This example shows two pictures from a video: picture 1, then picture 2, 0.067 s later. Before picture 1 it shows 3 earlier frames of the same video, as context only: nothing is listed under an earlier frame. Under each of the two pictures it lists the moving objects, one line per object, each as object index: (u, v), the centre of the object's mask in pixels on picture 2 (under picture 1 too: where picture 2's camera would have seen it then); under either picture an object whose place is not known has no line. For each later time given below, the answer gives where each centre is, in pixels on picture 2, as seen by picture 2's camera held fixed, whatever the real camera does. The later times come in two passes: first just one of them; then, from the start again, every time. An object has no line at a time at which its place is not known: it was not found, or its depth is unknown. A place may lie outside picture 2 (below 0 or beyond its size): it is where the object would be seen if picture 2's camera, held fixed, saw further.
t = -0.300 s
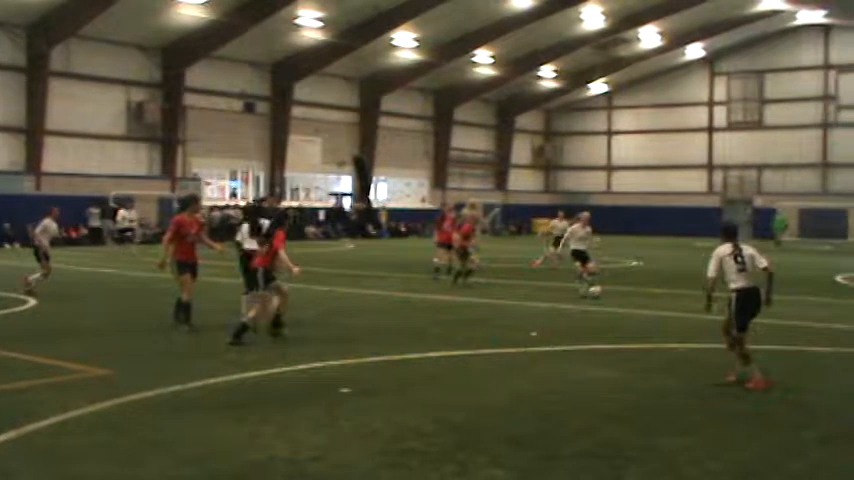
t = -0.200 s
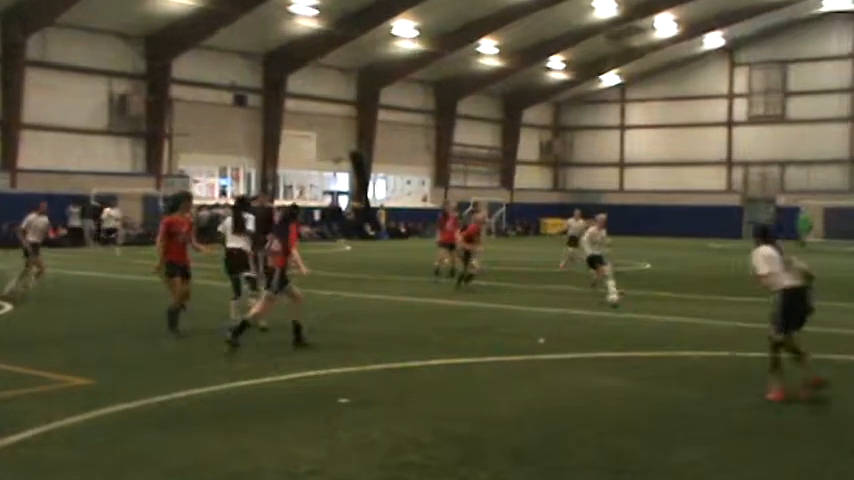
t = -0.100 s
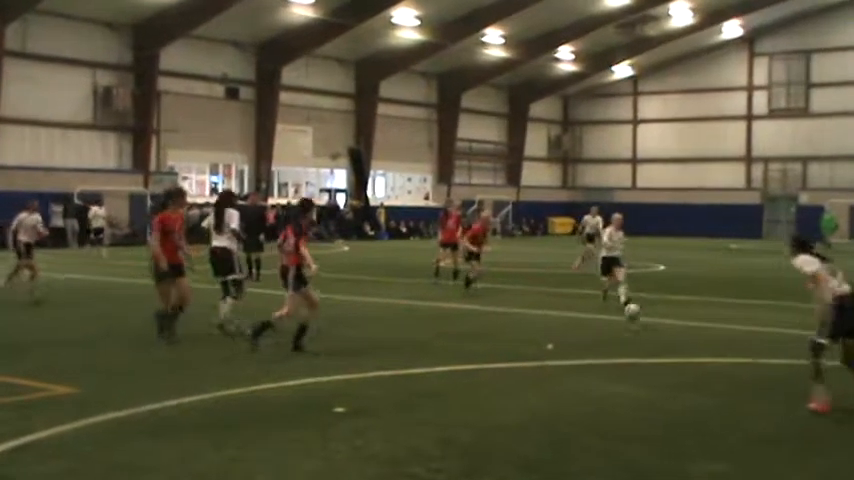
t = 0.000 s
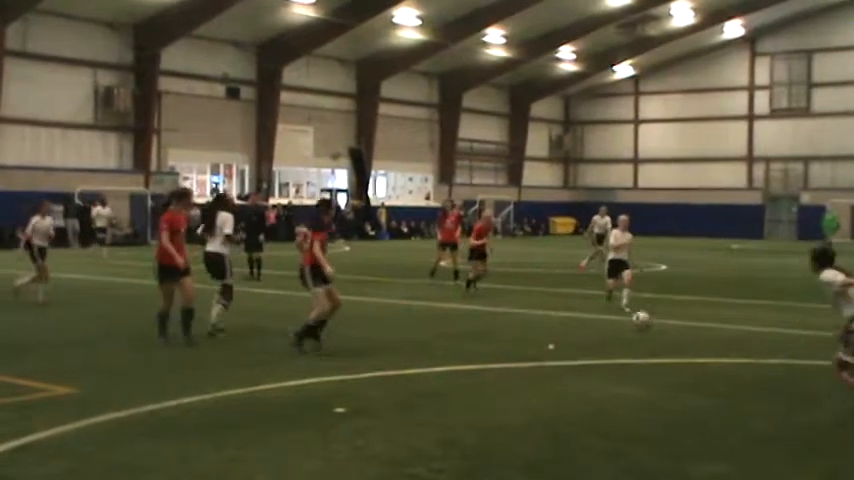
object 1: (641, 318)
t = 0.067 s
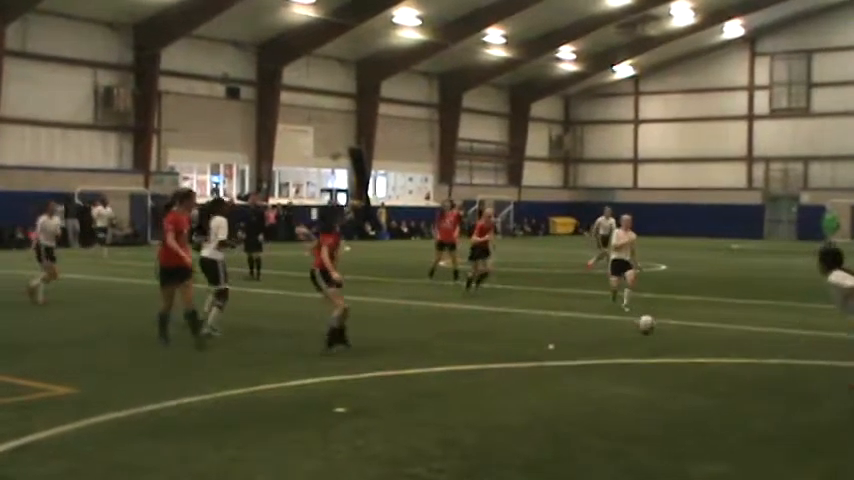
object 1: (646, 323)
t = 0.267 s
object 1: (660, 342)
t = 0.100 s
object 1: (648, 327)
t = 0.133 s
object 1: (649, 331)
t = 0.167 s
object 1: (651, 333)
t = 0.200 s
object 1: (655, 336)
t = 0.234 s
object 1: (657, 340)
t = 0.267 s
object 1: (660, 342)
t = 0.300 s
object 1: (663, 345)
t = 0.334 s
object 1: (665, 350)
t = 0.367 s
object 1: (668, 354)
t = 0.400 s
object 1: (670, 357)
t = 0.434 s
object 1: (673, 360)
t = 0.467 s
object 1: (675, 364)
